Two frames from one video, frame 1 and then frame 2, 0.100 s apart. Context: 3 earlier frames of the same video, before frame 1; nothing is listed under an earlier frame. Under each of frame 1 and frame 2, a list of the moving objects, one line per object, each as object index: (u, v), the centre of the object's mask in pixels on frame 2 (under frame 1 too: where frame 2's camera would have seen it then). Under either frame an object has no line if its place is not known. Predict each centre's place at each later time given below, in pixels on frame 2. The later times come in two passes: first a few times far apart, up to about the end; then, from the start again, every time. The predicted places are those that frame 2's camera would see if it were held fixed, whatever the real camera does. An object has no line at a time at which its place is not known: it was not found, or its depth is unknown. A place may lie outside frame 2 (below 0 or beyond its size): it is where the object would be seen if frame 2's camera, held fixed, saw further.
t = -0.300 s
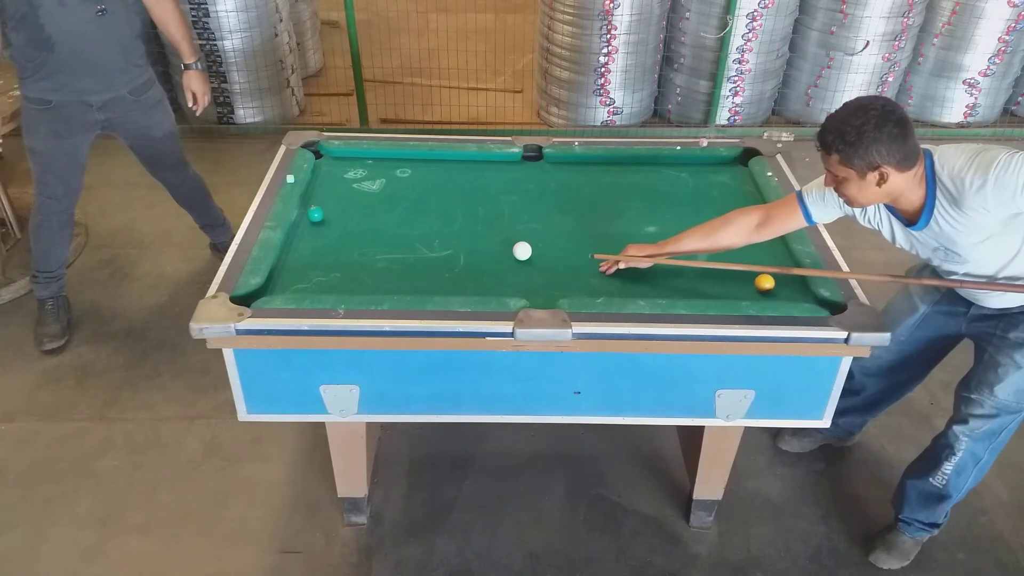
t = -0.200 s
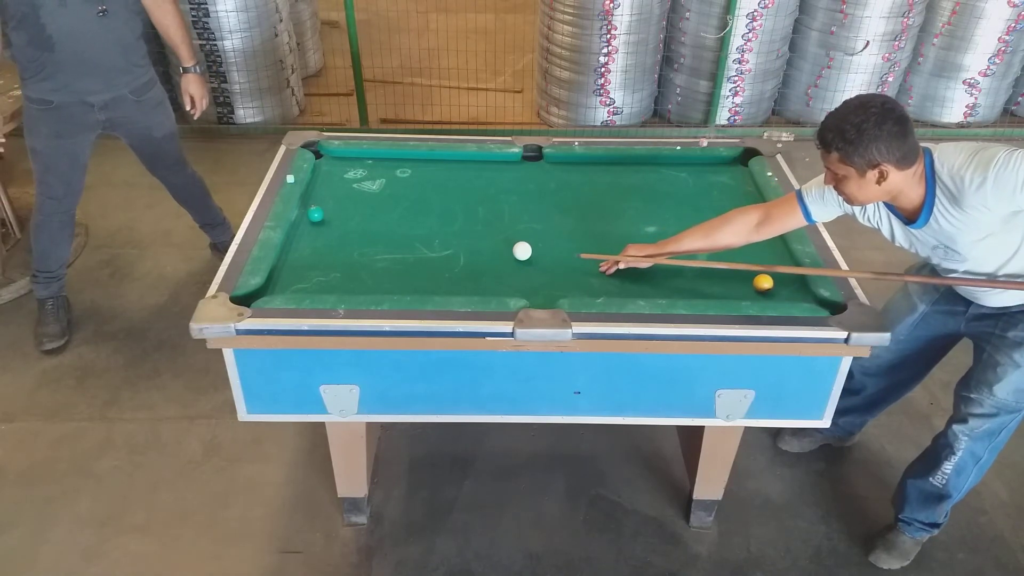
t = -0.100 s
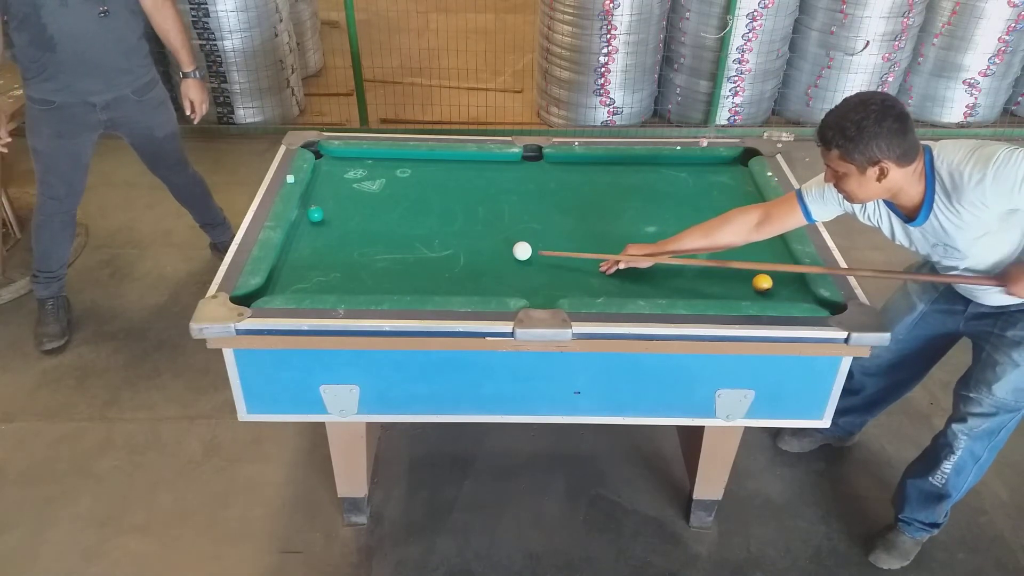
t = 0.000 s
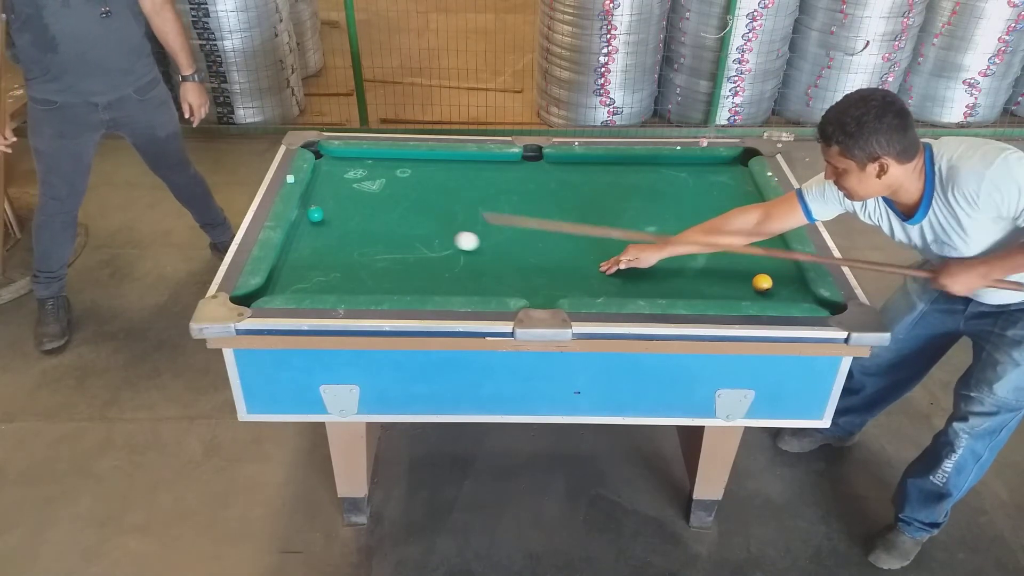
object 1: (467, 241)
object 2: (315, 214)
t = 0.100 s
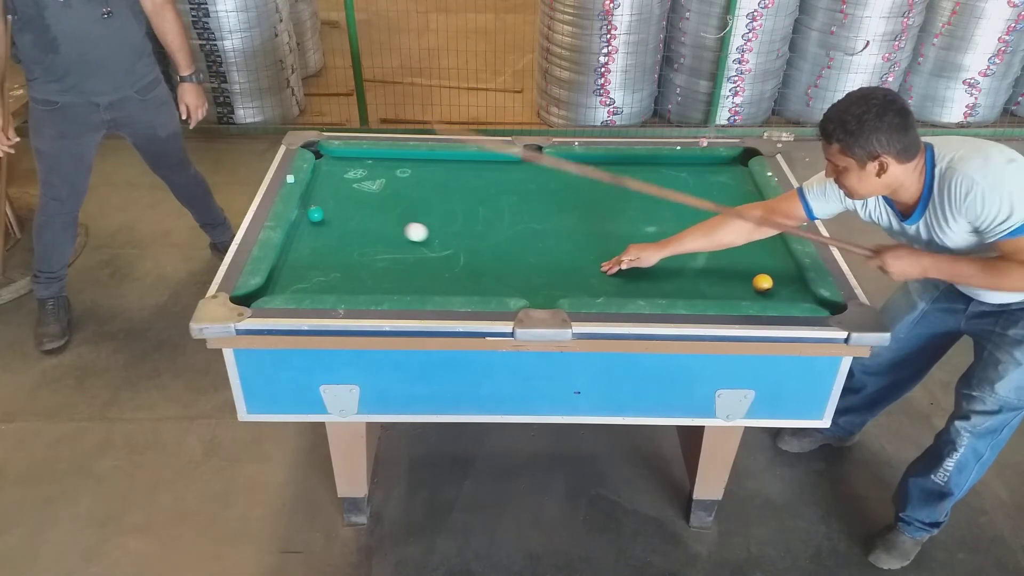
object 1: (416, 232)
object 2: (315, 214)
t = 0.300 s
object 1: (329, 217)
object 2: (310, 213)
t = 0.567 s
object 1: (311, 216)
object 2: (369, 201)
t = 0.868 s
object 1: (345, 216)
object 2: (443, 190)
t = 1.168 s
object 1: (377, 217)
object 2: (510, 179)
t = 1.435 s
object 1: (402, 217)
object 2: (563, 171)
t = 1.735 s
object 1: (428, 217)
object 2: (619, 162)
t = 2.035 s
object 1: (450, 217)
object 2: (664, 165)
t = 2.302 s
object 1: (467, 218)
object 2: (701, 170)
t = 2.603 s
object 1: (483, 218)
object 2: (742, 175)
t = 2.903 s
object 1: (496, 218)
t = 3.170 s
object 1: (505, 218)
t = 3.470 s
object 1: (511, 219)
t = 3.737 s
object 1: (515, 219)
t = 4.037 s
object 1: (516, 219)
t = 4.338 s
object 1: (516, 219)
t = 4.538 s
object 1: (516, 219)
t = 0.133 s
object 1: (401, 230)
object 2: (315, 214)
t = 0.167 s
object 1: (385, 227)
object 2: (315, 214)
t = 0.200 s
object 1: (370, 224)
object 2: (315, 214)
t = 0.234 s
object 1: (355, 222)
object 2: (315, 214)
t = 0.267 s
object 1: (340, 219)
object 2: (315, 214)
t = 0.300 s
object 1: (329, 217)
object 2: (310, 213)
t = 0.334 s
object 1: (325, 217)
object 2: (305, 210)
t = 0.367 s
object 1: (321, 217)
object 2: (312, 205)
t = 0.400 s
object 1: (315, 217)
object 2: (325, 206)
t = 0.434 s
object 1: (309, 216)
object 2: (334, 206)
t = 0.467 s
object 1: (304, 216)
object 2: (343, 205)
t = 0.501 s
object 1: (302, 216)
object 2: (352, 204)
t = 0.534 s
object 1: (306, 216)
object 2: (361, 202)
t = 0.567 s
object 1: (311, 216)
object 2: (369, 201)
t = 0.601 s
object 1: (314, 216)
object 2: (378, 200)
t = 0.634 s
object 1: (319, 216)
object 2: (387, 199)
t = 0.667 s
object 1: (322, 216)
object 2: (395, 197)
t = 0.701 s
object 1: (326, 216)
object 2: (403, 196)
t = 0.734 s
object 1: (330, 216)
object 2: (411, 195)
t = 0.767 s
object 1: (334, 216)
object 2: (420, 194)
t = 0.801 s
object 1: (338, 216)
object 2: (427, 192)
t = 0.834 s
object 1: (342, 216)
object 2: (435, 191)
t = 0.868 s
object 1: (345, 216)
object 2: (443, 190)
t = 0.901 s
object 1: (349, 216)
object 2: (451, 189)
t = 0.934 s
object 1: (352, 216)
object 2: (458, 187)
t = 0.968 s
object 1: (356, 216)
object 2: (466, 186)
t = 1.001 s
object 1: (360, 217)
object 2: (473, 185)
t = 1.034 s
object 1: (363, 217)
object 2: (481, 184)
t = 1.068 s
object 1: (366, 217)
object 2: (488, 183)
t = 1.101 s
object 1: (370, 217)
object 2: (495, 182)
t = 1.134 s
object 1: (373, 217)
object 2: (502, 180)
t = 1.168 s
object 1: (377, 217)
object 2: (510, 179)
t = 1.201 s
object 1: (380, 217)
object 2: (517, 178)
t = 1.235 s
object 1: (383, 217)
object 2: (523, 177)
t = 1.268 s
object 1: (387, 217)
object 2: (530, 176)
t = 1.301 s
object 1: (390, 217)
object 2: (537, 175)
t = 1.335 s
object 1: (393, 217)
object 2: (544, 174)
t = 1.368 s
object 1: (396, 217)
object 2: (550, 173)
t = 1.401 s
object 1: (399, 217)
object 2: (557, 172)
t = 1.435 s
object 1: (402, 217)
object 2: (563, 171)
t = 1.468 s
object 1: (405, 217)
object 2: (570, 170)
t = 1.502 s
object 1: (408, 217)
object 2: (576, 169)
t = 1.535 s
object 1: (411, 217)
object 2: (582, 167)
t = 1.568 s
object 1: (414, 217)
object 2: (589, 166)
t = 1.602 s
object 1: (417, 217)
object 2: (595, 166)
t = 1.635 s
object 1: (420, 217)
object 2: (601, 164)
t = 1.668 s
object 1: (422, 217)
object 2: (607, 164)
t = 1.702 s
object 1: (425, 217)
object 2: (613, 163)
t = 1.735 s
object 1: (428, 217)
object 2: (619, 162)
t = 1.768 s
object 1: (430, 217)
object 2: (625, 161)
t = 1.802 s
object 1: (433, 217)
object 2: (630, 162)
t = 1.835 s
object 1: (435, 217)
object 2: (635, 162)
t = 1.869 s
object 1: (438, 217)
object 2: (640, 163)
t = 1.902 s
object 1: (441, 217)
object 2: (644, 163)
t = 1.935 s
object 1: (443, 218)
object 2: (649, 163)
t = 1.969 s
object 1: (445, 218)
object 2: (654, 164)
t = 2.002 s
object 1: (448, 218)
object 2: (659, 165)
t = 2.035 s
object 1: (450, 217)
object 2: (664, 165)
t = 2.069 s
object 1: (452, 218)
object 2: (669, 166)
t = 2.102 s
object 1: (455, 218)
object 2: (673, 166)
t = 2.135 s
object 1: (457, 218)
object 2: (678, 167)
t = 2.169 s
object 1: (459, 218)
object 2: (683, 167)
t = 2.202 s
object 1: (461, 218)
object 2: (688, 168)
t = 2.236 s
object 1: (463, 217)
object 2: (693, 169)
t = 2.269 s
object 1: (465, 218)
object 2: (697, 169)
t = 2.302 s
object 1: (467, 218)
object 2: (701, 170)
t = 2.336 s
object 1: (469, 218)
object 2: (706, 170)
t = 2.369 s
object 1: (471, 218)
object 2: (711, 171)
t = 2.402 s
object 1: (473, 218)
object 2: (715, 171)
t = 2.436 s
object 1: (475, 218)
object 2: (720, 172)
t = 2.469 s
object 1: (476, 218)
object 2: (725, 172)
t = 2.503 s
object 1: (478, 218)
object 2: (729, 173)
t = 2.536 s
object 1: (480, 218)
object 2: (733, 174)
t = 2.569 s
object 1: (482, 218)
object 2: (738, 174)
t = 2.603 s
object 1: (483, 218)
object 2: (742, 175)
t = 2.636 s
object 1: (485, 218)
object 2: (744, 175)
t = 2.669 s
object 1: (486, 218)
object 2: (742, 175)
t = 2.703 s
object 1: (488, 218)
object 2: (739, 176)
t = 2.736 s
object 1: (489, 218)
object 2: (737, 176)
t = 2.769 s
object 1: (491, 218)
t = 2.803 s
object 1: (492, 218)
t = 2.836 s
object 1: (494, 218)
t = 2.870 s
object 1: (495, 218)
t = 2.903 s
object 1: (496, 218)
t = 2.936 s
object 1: (497, 218)
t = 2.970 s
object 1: (498, 218)
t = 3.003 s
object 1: (499, 218)
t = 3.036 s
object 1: (501, 218)
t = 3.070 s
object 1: (502, 218)
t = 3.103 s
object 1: (503, 218)
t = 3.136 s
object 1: (504, 218)
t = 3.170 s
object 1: (505, 218)
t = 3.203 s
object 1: (505, 218)
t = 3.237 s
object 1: (506, 218)
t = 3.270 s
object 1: (507, 218)
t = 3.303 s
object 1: (508, 218)
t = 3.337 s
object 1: (509, 218)
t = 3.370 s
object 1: (509, 219)
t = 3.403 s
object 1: (510, 219)
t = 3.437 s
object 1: (510, 219)
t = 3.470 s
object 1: (511, 219)
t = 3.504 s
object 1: (512, 219)
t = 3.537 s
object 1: (512, 219)
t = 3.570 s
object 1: (513, 219)
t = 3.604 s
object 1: (513, 219)
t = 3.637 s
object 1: (514, 219)
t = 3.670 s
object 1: (514, 219)
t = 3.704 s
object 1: (514, 219)
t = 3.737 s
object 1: (515, 219)
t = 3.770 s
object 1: (515, 219)
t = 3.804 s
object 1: (515, 219)
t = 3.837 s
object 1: (515, 219)
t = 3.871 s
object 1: (516, 219)
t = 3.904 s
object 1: (516, 219)
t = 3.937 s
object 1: (516, 219)
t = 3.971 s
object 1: (516, 219)
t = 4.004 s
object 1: (516, 219)
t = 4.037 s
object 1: (516, 219)
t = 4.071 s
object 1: (515, 219)
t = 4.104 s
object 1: (516, 219)
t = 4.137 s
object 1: (515, 219)
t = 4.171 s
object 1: (515, 219)
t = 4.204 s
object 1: (516, 219)
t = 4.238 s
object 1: (516, 219)
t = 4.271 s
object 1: (515, 219)
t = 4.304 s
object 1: (516, 219)
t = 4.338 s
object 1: (516, 219)
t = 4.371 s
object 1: (516, 219)
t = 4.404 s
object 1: (516, 219)
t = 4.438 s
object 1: (516, 219)
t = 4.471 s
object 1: (516, 219)
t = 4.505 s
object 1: (515, 219)
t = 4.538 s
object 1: (516, 219)
